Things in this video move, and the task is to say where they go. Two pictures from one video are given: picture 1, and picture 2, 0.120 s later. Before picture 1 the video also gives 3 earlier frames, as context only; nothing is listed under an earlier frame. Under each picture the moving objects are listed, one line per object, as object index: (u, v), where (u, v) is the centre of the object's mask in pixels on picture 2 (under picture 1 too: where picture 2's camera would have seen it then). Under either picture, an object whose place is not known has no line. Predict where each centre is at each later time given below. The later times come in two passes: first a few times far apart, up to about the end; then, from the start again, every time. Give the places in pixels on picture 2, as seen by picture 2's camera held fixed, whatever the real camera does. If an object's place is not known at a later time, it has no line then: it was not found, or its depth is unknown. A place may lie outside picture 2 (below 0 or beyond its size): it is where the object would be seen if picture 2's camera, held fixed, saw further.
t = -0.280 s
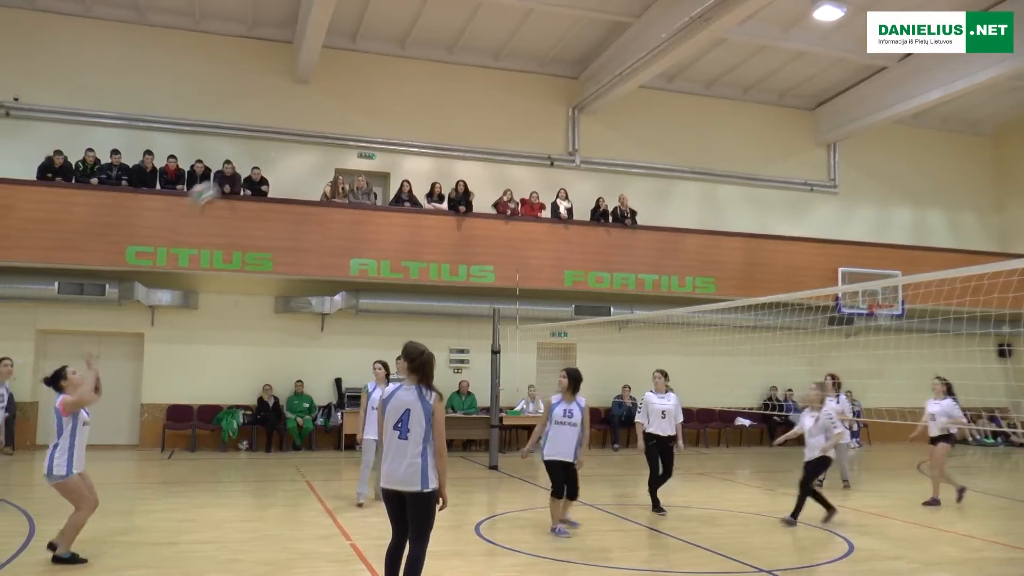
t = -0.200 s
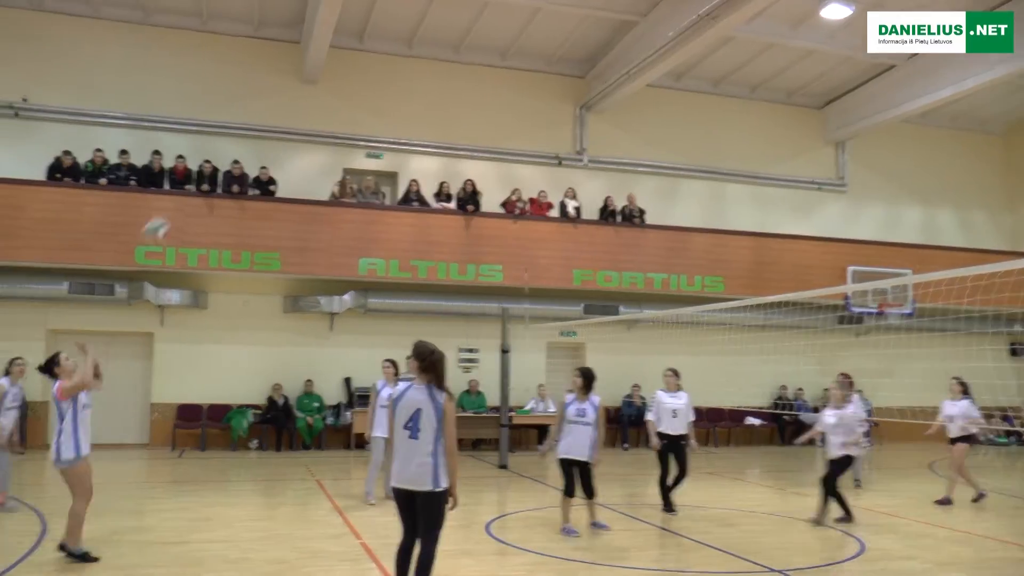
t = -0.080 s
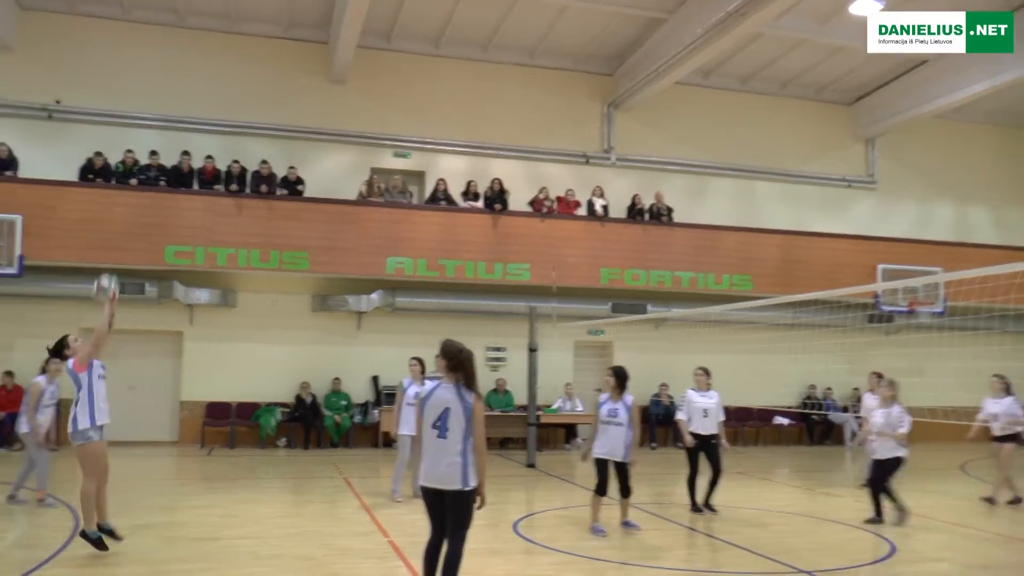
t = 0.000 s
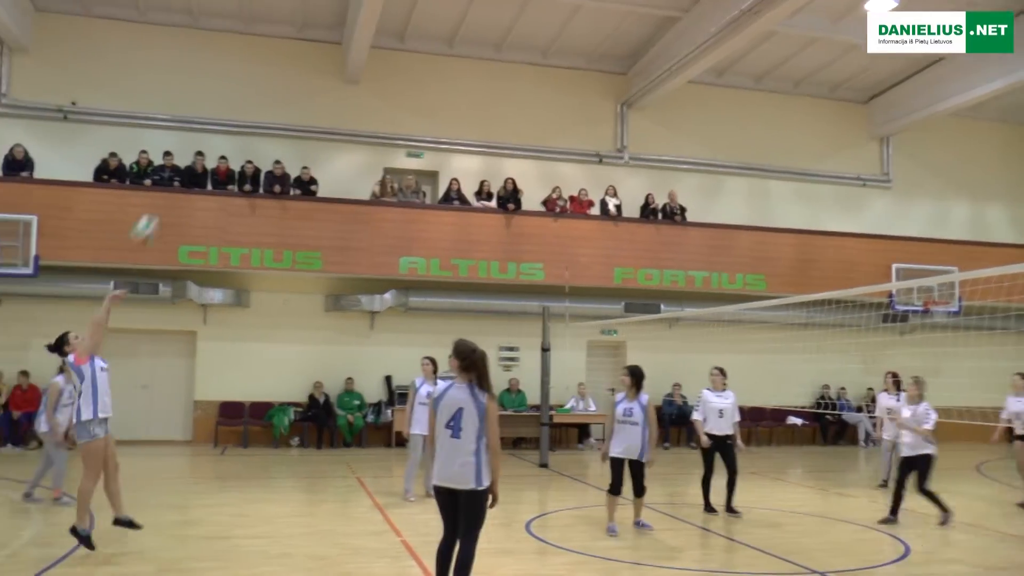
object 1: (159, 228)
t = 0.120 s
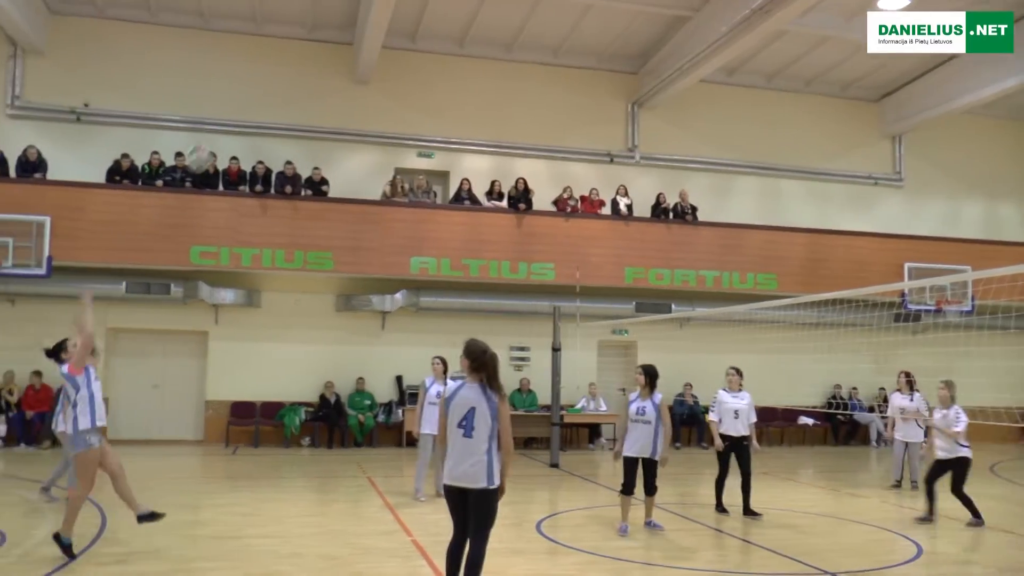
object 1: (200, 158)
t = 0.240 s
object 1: (242, 99)
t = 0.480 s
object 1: (323, 34)
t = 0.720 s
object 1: (403, 35)
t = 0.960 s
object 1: (480, 100)
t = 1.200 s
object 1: (561, 238)
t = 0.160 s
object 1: (214, 135)
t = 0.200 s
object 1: (227, 114)
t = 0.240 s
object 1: (242, 99)
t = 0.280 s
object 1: (255, 81)
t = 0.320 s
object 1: (268, 70)
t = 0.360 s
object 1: (283, 58)
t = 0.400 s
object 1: (297, 47)
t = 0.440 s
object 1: (309, 41)
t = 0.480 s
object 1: (323, 34)
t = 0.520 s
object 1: (336, 29)
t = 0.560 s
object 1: (348, 26)
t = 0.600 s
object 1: (361, 27)
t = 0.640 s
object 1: (376, 25)
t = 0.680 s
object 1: (387, 30)
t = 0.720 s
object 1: (403, 35)
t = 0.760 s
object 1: (415, 39)
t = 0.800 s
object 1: (429, 49)
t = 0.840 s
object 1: (441, 59)
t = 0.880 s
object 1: (454, 71)
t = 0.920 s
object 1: (467, 85)
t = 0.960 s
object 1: (480, 100)
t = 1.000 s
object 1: (493, 119)
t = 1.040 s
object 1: (507, 138)
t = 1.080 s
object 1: (520, 161)
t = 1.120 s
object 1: (533, 186)
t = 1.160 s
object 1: (545, 210)
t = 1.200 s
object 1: (561, 238)
